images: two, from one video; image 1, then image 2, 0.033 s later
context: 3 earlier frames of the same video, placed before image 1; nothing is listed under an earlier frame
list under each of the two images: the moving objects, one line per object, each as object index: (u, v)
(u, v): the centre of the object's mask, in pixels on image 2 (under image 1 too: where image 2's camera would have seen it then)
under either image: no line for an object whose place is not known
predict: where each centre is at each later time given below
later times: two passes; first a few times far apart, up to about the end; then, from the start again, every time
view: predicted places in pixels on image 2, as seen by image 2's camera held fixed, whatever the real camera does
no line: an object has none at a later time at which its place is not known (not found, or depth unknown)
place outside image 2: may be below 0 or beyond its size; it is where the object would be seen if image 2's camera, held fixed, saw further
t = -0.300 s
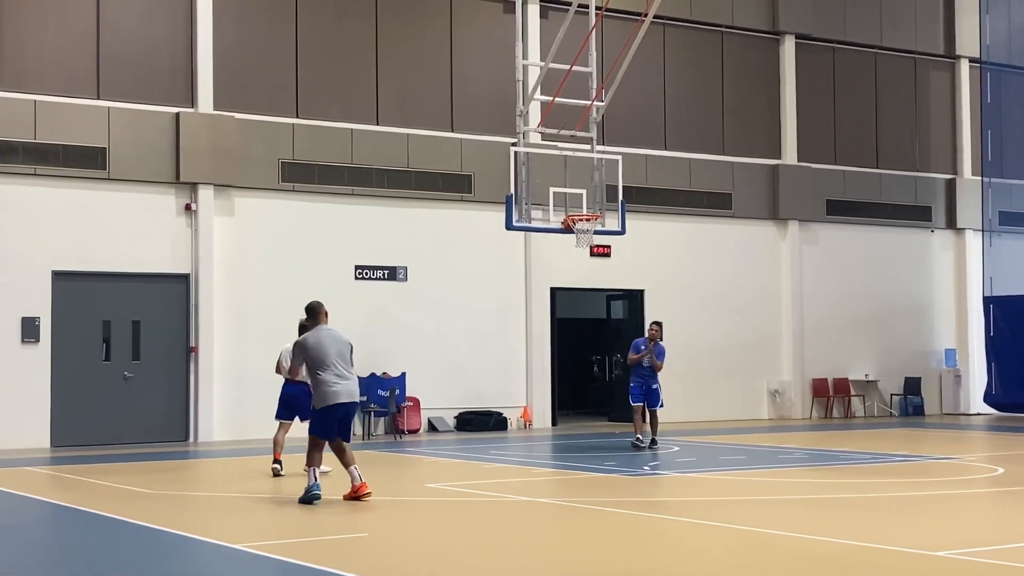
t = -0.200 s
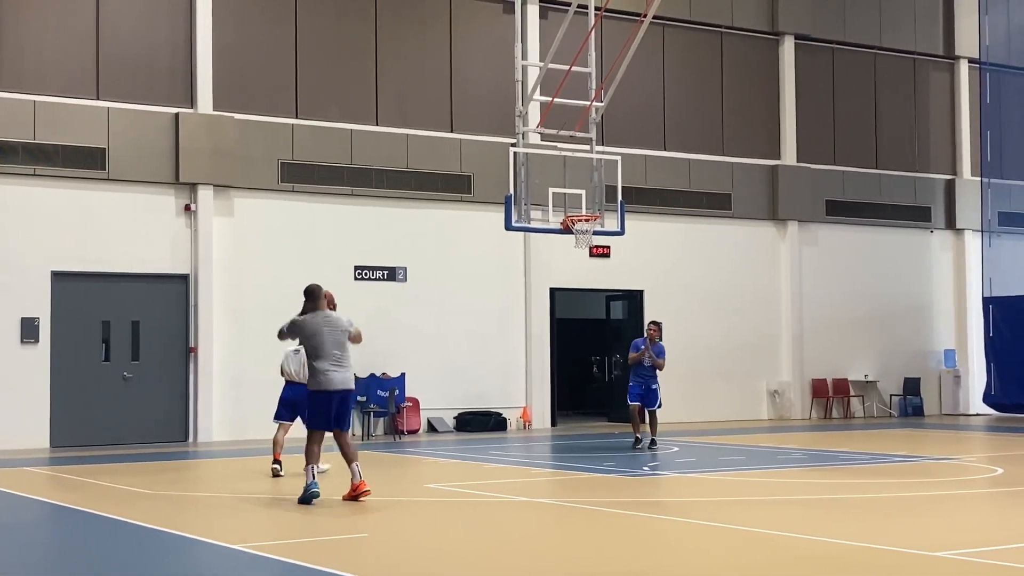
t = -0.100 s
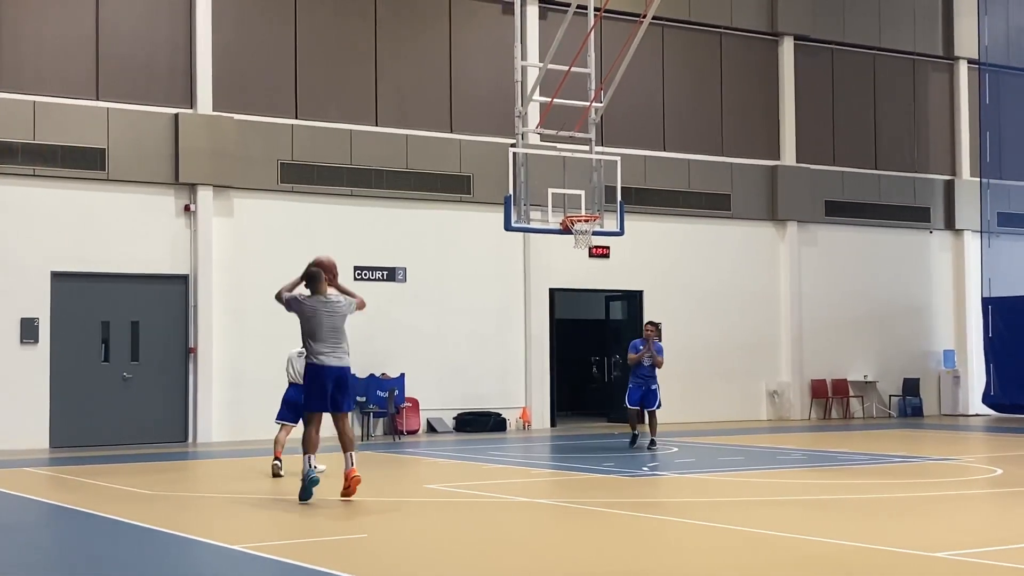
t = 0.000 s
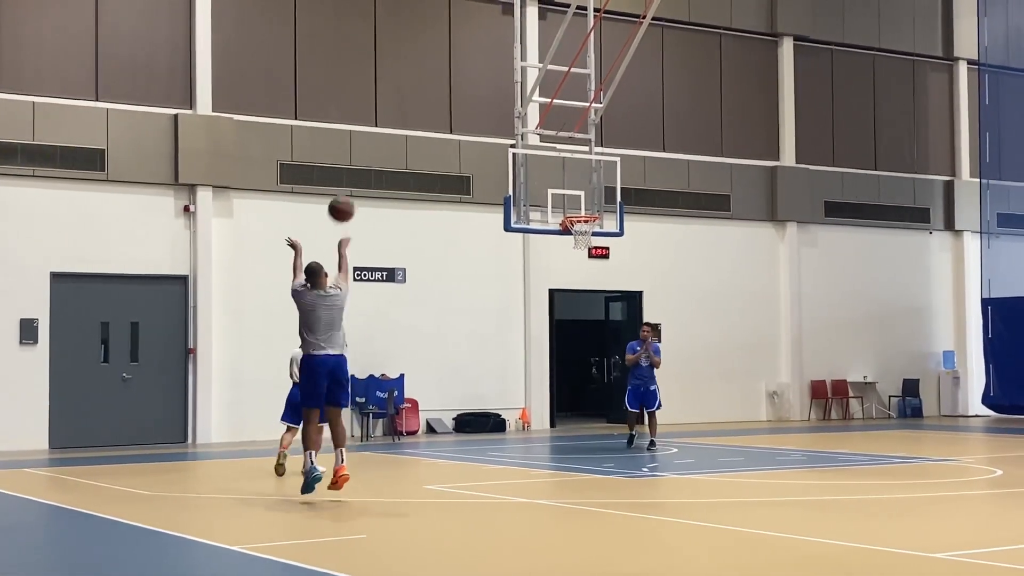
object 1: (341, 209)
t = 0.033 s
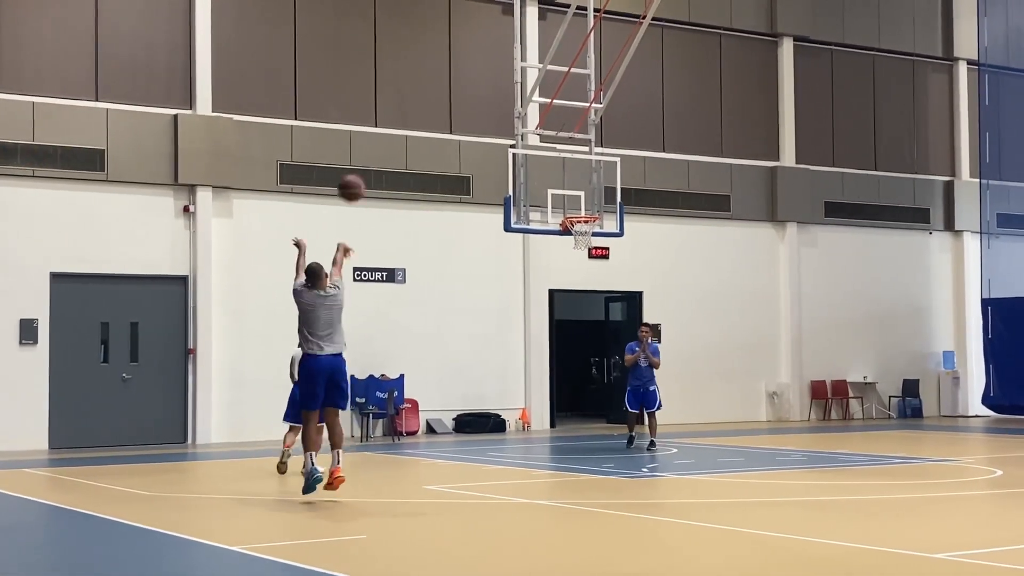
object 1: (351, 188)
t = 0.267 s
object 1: (411, 87)
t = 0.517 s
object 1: (467, 50)
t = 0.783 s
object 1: (517, 73)
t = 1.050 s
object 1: (559, 144)
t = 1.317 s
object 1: (591, 234)
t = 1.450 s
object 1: (582, 241)
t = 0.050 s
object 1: (356, 179)
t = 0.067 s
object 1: (360, 170)
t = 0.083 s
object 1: (364, 161)
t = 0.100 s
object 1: (369, 151)
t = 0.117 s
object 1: (372, 145)
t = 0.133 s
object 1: (377, 136)
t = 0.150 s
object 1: (382, 129)
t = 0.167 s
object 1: (387, 121)
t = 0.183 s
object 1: (391, 114)
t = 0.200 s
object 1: (395, 108)
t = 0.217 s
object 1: (400, 103)
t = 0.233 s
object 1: (404, 97)
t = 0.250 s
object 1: (408, 92)
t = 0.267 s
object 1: (411, 87)
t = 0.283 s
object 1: (416, 83)
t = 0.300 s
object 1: (419, 78)
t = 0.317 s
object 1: (423, 74)
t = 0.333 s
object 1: (427, 71)
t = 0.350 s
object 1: (431, 67)
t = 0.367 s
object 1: (435, 64)
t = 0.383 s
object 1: (439, 62)
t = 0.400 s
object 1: (442, 60)
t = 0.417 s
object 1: (446, 57)
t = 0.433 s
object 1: (450, 55)
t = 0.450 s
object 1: (453, 53)
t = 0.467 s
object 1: (457, 52)
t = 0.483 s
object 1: (460, 51)
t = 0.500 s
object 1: (463, 51)
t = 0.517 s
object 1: (467, 50)
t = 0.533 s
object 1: (470, 49)
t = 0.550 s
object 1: (473, 49)
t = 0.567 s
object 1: (477, 49)
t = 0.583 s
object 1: (480, 50)
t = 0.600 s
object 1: (483, 50)
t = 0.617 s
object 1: (486, 51)
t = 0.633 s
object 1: (490, 52)
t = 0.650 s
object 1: (493, 54)
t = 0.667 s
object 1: (496, 55)
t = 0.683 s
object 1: (499, 57)
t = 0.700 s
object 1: (502, 59)
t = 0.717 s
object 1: (505, 61)
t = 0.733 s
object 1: (508, 64)
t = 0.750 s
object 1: (511, 66)
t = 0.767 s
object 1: (513, 69)
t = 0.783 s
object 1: (517, 73)
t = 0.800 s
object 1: (520, 75)
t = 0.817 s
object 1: (523, 78)
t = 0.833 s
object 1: (525, 82)
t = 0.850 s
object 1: (528, 85)
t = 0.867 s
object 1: (531, 89)
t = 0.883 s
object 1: (534, 93)
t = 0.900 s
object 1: (537, 98)
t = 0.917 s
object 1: (540, 102)
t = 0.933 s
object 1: (542, 107)
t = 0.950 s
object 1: (545, 112)
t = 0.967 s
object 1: (548, 116)
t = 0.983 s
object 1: (550, 121)
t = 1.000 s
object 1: (553, 126)
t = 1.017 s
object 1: (555, 131)
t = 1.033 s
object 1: (557, 137)
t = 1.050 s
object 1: (559, 144)
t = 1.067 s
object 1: (563, 149)
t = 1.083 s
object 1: (565, 156)
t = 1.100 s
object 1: (567, 163)
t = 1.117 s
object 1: (570, 168)
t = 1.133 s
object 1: (572, 174)
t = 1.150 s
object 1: (574, 181)
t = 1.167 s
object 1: (577, 188)
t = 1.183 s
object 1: (580, 195)
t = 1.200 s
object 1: (582, 201)
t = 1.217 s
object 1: (584, 208)
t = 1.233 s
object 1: (587, 212)
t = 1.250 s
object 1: (586, 223)
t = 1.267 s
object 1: (592, 230)
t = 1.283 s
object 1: (591, 233)
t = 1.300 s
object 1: (590, 232)
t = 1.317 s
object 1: (591, 234)
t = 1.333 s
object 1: (590, 234)
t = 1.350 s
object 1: (589, 234)
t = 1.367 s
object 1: (588, 235)
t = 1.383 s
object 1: (587, 235)
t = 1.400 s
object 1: (586, 237)
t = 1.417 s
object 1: (584, 236)
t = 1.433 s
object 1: (583, 239)
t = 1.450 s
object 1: (582, 241)
